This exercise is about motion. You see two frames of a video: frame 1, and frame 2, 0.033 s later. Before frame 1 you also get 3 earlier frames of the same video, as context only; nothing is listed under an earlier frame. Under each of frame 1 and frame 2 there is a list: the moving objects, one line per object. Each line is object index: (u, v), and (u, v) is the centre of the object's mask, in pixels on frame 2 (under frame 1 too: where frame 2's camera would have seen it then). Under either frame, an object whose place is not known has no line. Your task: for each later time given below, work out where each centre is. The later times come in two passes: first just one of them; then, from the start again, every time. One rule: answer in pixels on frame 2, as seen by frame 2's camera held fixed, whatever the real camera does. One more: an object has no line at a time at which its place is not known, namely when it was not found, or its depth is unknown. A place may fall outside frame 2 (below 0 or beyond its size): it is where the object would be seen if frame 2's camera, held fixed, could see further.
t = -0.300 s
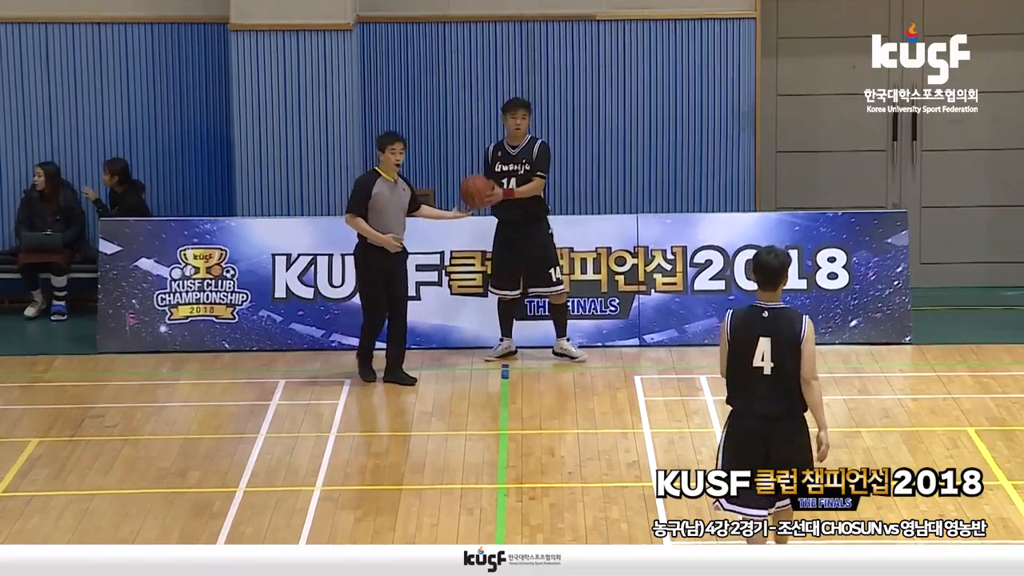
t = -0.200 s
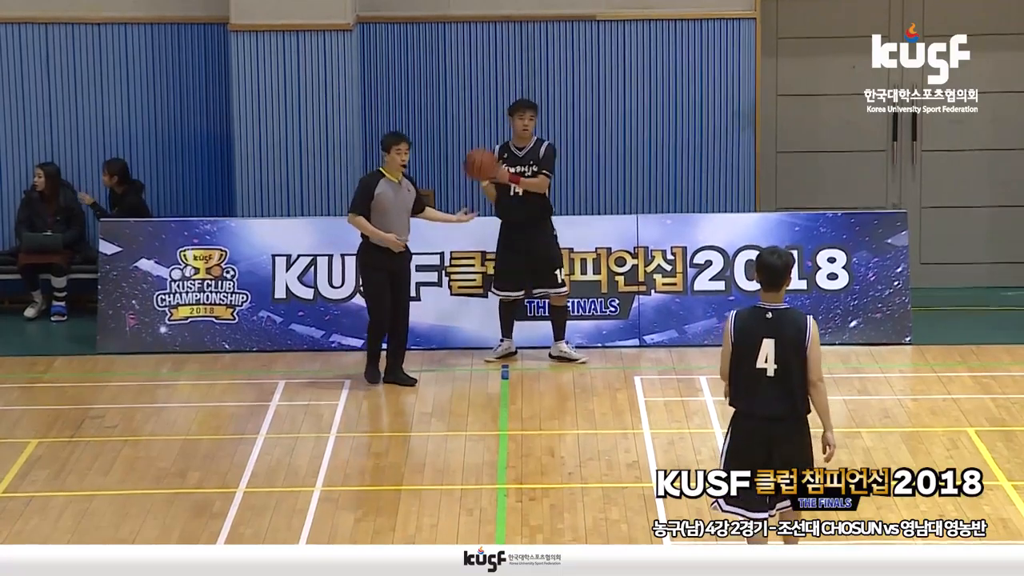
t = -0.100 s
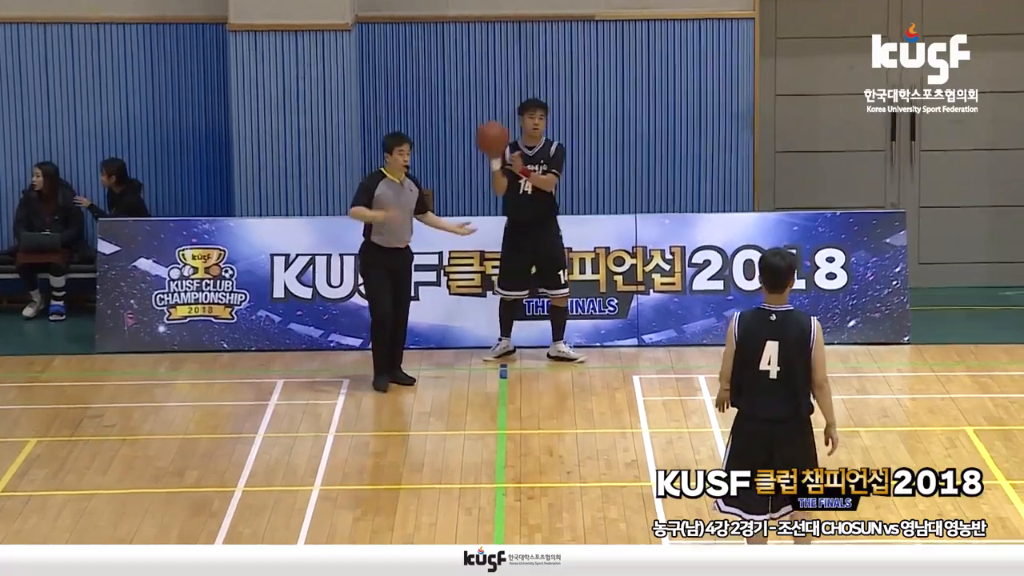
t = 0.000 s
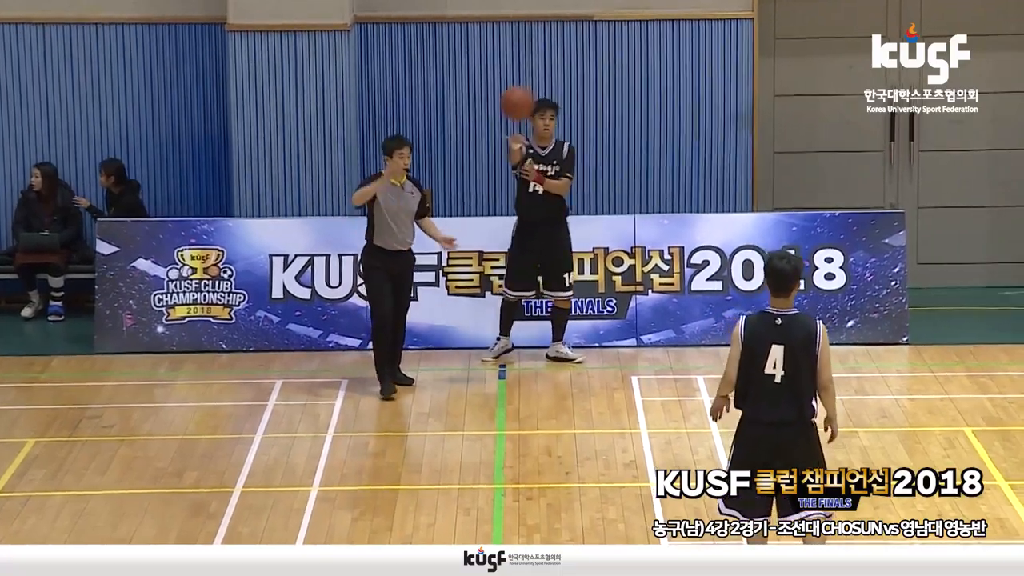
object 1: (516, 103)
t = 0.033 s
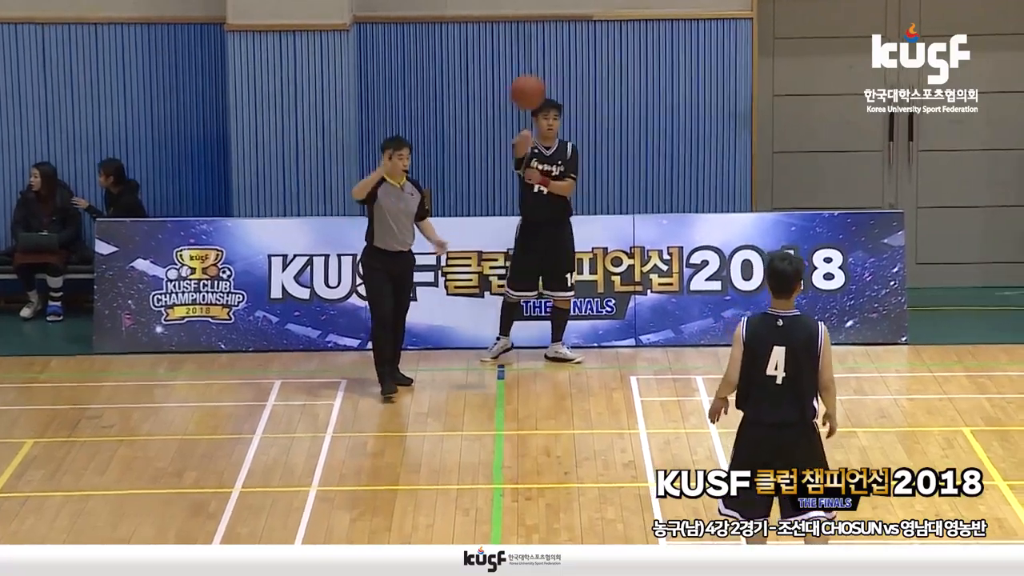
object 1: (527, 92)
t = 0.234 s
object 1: (599, 55)
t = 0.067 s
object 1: (539, 82)
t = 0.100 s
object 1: (551, 74)
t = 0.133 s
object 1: (563, 67)
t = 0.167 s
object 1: (577, 61)
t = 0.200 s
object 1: (586, 57)
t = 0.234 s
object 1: (599, 55)
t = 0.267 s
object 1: (613, 54)
